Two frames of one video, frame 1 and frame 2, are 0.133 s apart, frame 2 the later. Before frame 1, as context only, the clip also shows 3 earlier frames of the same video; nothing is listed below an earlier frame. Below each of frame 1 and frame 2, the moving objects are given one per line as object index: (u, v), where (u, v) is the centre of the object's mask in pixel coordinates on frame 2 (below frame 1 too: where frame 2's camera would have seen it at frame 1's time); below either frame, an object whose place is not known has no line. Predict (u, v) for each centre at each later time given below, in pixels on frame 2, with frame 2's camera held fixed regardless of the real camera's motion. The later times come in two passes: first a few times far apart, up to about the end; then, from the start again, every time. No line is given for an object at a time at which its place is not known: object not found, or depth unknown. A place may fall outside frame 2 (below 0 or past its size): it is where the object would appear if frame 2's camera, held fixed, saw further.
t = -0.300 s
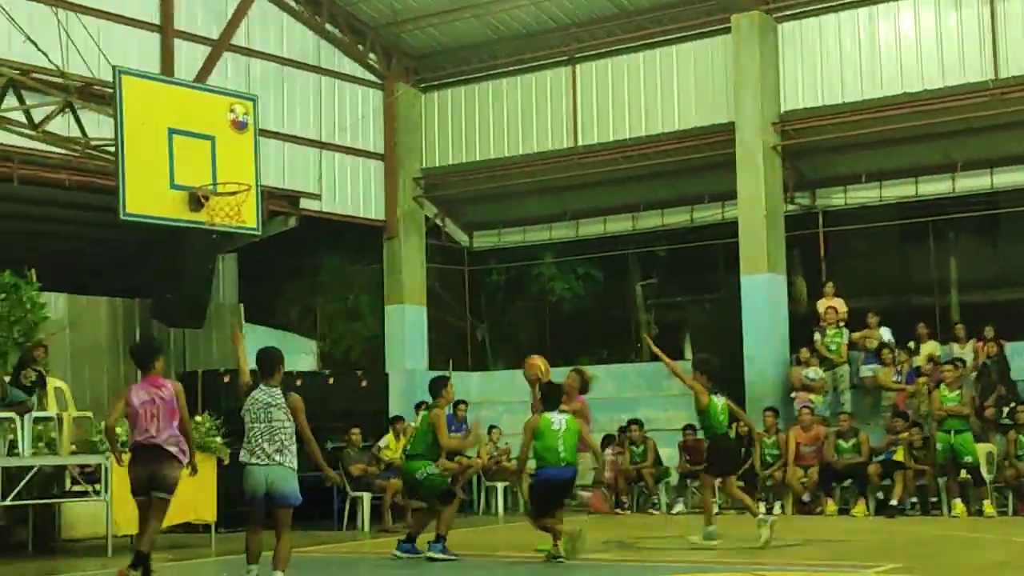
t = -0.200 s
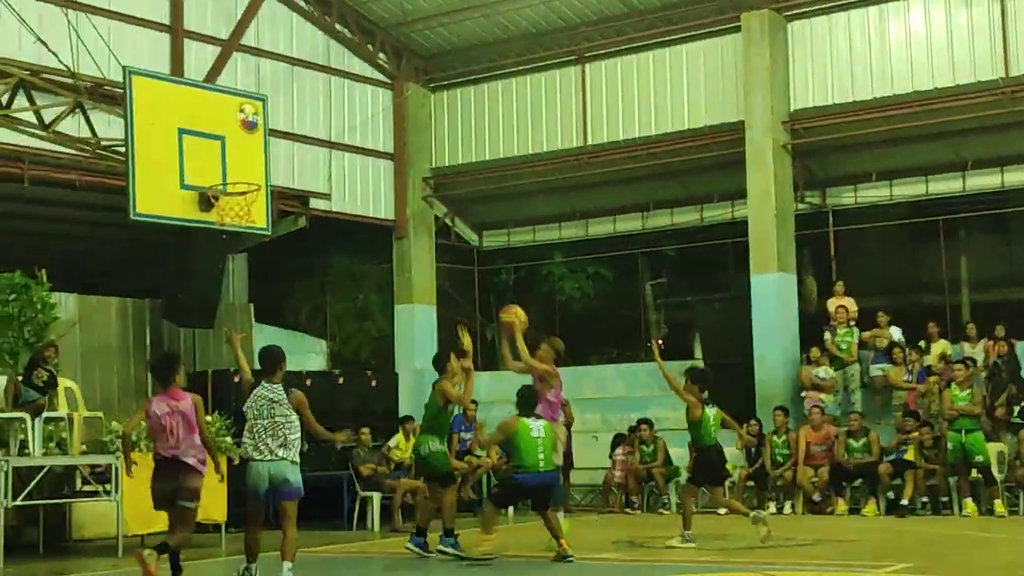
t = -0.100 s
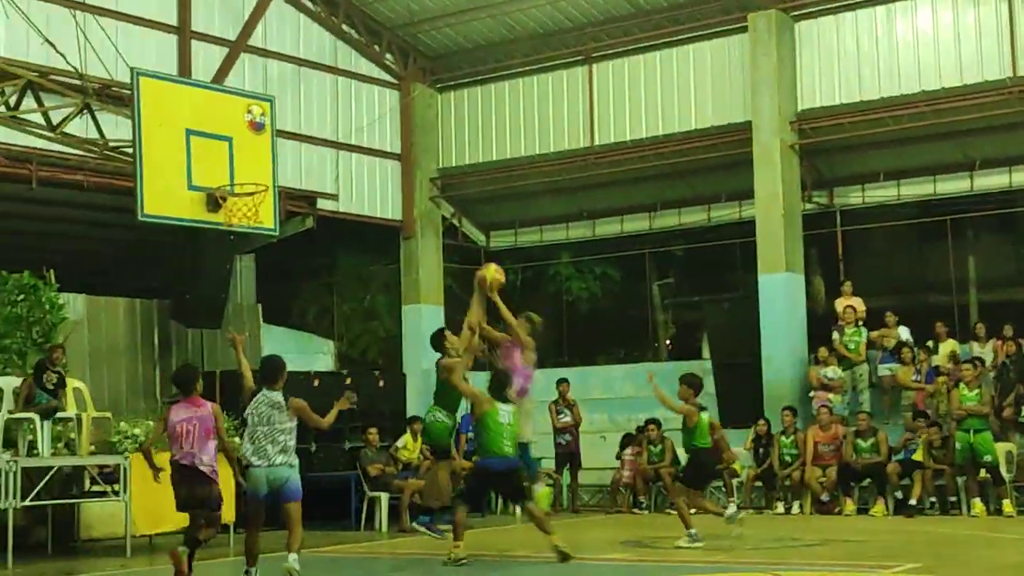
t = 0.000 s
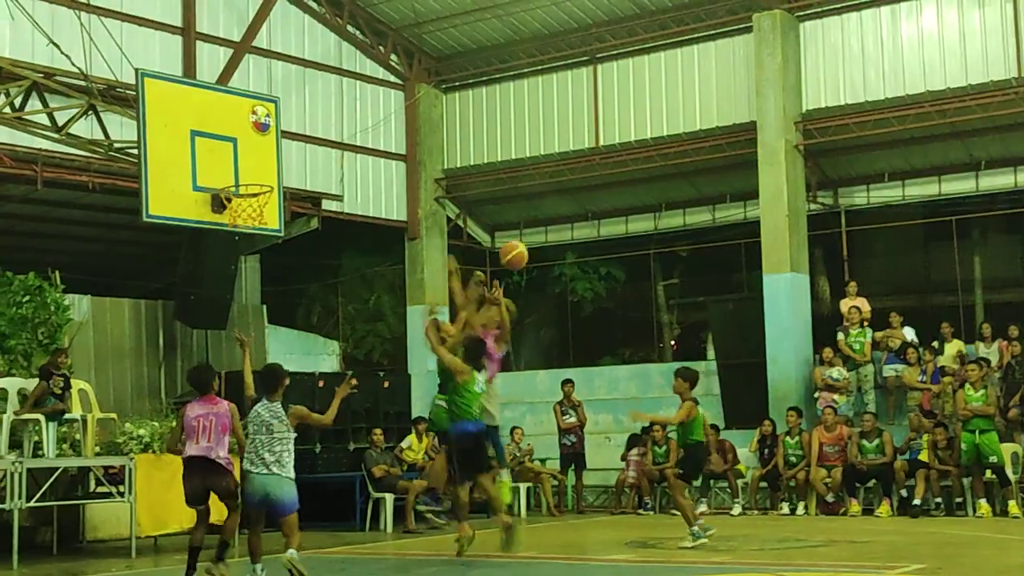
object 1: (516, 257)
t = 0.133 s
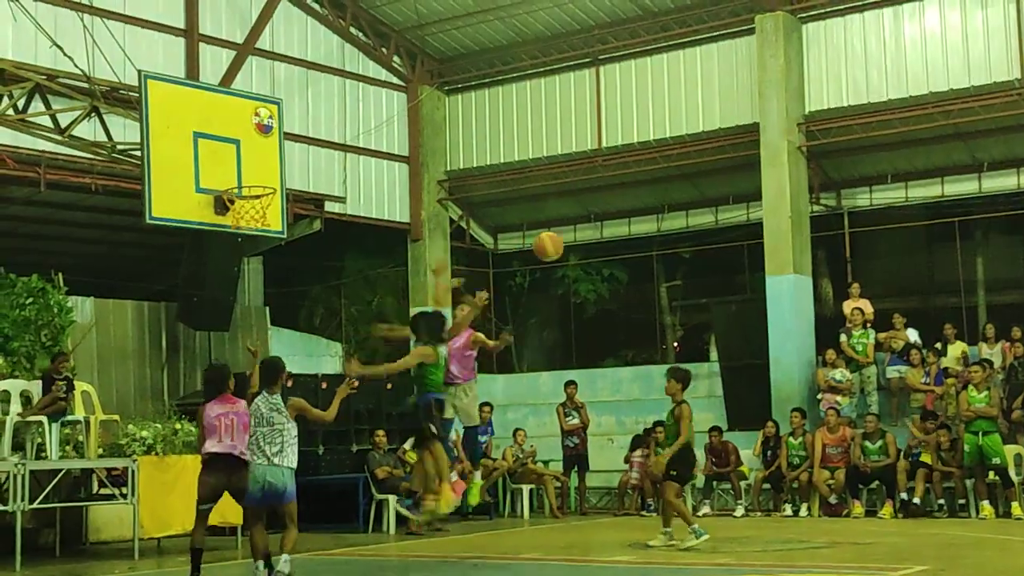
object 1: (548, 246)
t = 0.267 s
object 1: (583, 257)
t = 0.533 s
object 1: (665, 350)
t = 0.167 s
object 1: (556, 247)
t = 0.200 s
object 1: (566, 248)
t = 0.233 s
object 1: (574, 253)
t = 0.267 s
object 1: (583, 257)
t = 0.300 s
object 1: (592, 263)
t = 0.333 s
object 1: (602, 271)
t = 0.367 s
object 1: (612, 280)
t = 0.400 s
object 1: (622, 291)
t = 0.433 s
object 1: (632, 303)
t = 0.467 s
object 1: (643, 318)
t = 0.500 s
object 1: (654, 334)
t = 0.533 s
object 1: (665, 350)
